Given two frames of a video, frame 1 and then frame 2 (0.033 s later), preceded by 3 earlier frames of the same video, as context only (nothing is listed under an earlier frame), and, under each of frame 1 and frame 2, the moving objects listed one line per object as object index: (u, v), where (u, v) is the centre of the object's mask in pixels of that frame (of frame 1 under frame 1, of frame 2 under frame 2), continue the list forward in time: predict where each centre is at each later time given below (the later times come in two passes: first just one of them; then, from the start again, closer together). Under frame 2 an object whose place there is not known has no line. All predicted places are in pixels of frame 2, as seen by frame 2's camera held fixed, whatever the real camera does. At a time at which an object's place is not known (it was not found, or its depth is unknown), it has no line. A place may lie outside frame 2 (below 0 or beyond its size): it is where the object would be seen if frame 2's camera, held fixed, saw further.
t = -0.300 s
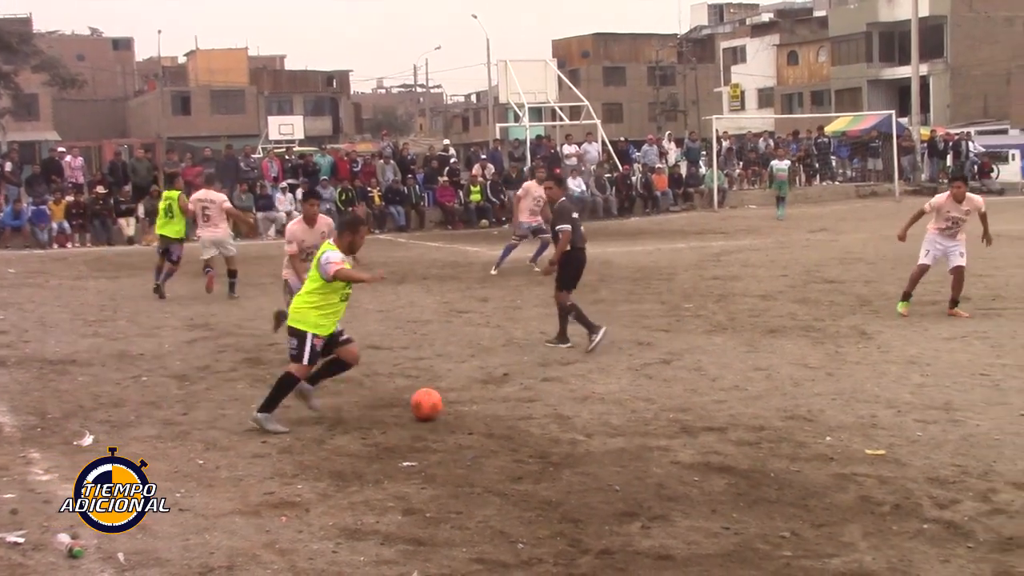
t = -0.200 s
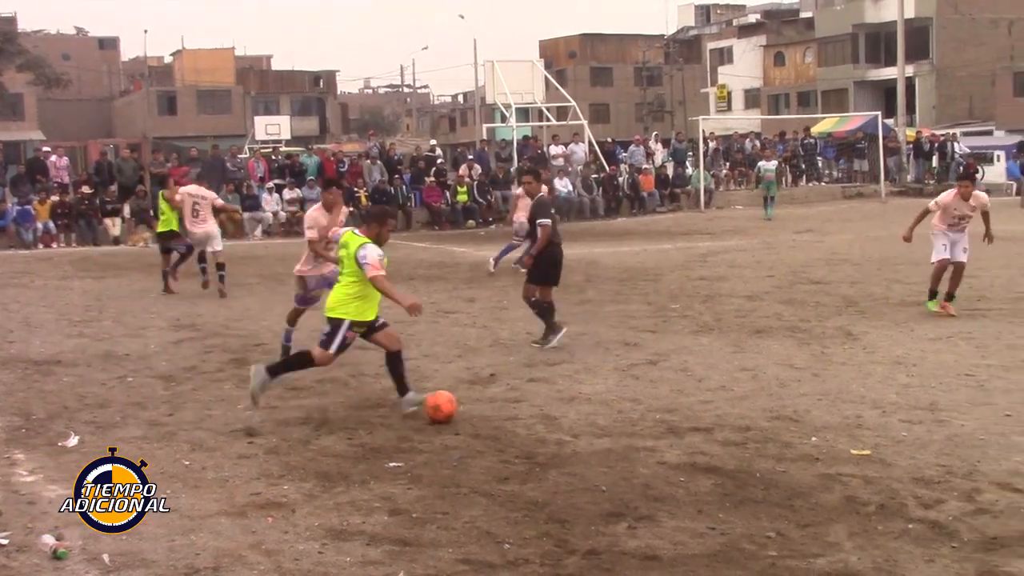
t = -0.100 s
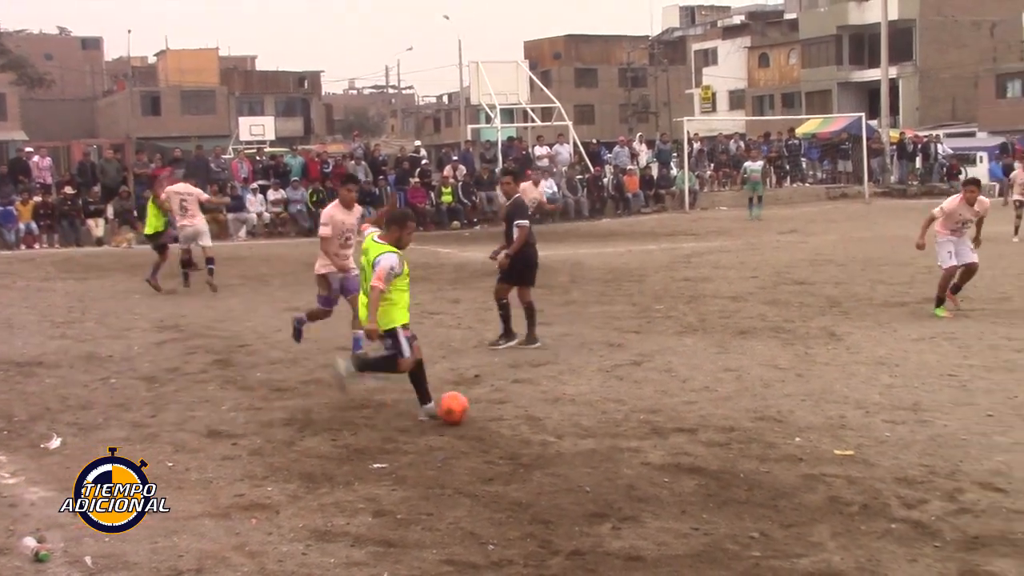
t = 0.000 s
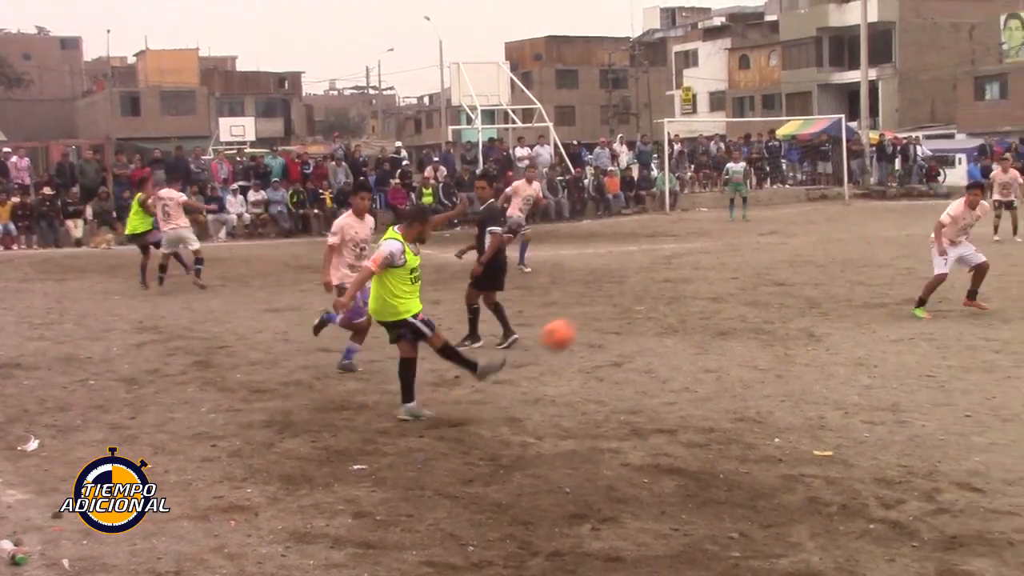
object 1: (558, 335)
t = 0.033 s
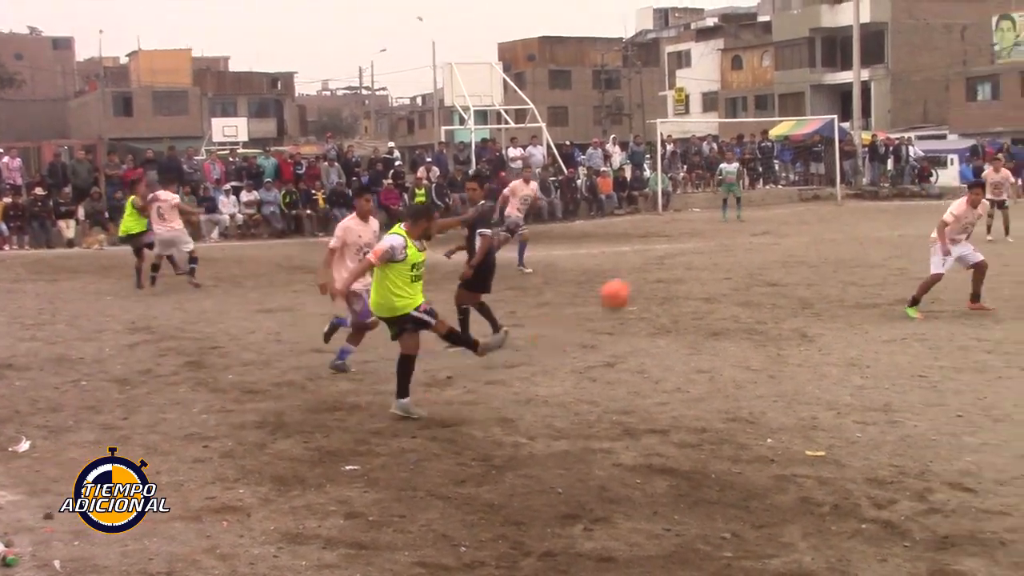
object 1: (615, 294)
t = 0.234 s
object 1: (929, 108)
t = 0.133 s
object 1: (784, 190)
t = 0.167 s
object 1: (835, 160)
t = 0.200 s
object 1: (884, 132)
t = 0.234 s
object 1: (929, 108)
